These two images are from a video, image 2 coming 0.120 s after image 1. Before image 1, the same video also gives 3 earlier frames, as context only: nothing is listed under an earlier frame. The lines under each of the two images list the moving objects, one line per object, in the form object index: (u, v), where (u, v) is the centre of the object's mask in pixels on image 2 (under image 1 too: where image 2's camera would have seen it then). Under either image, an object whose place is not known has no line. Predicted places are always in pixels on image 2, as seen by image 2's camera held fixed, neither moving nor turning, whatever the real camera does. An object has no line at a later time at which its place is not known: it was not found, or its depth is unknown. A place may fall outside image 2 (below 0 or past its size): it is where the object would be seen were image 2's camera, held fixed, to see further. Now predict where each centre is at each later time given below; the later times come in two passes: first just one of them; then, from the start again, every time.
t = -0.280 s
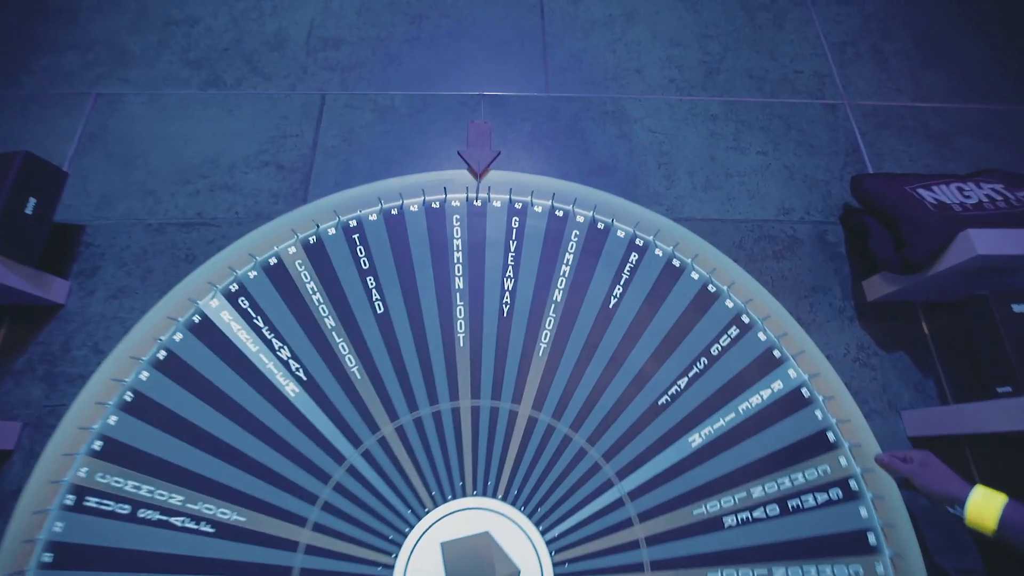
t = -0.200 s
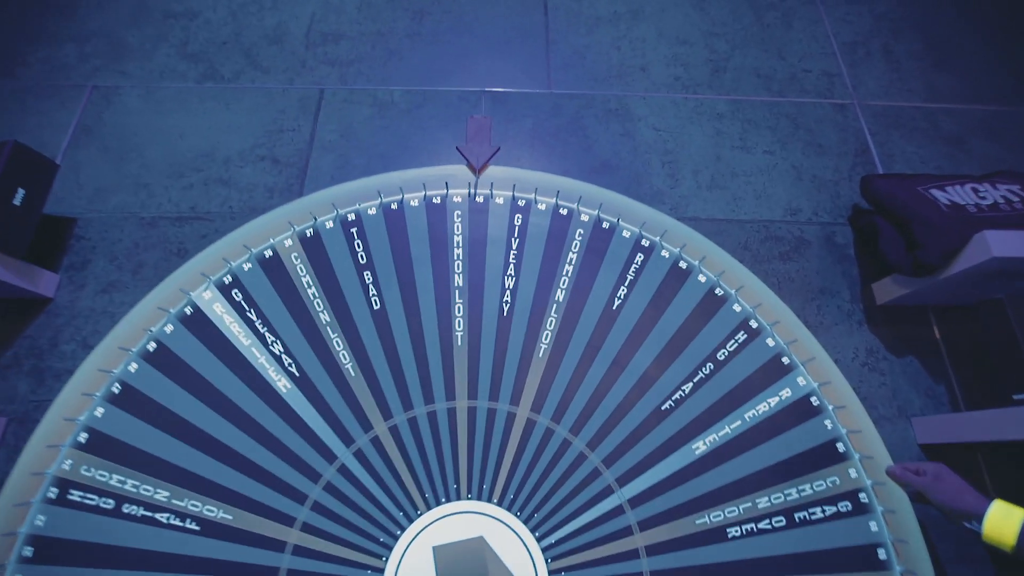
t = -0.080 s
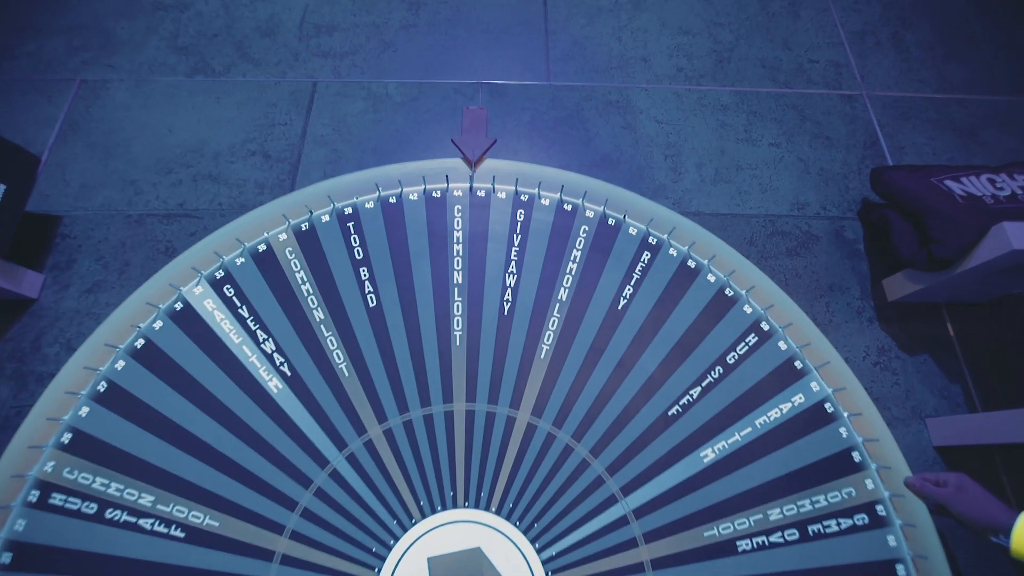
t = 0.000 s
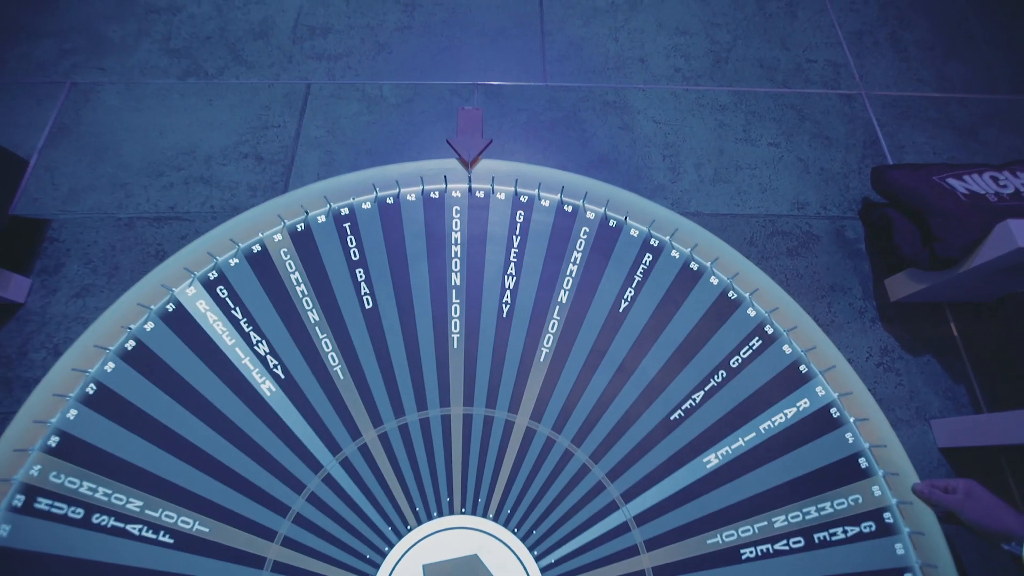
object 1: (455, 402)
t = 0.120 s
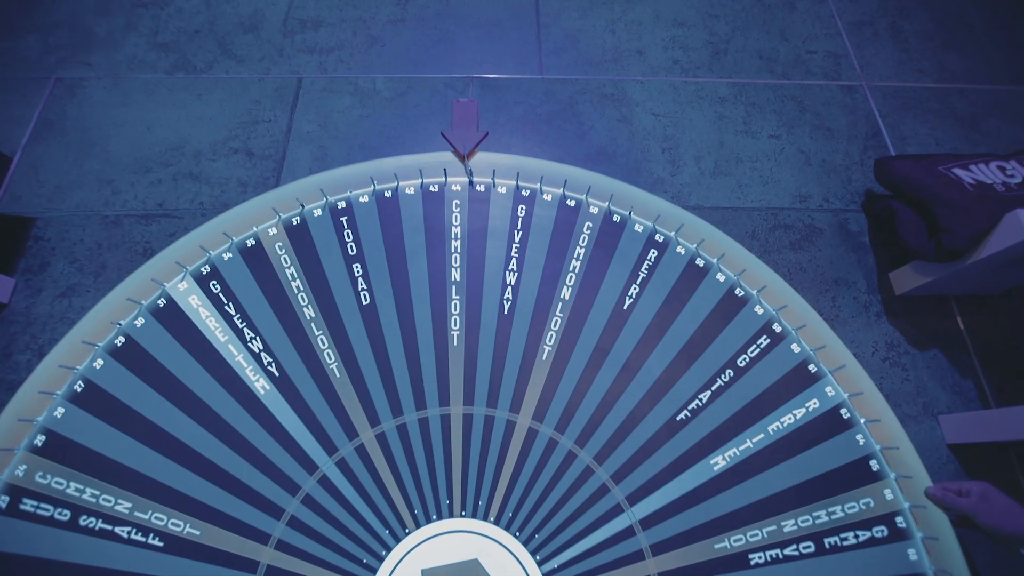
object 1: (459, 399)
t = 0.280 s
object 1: (463, 395)
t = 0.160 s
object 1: (460, 397)
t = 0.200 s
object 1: (460, 396)
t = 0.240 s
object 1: (461, 396)
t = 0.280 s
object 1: (463, 395)
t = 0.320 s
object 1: (464, 394)
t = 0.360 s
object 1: (465, 393)
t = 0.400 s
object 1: (465, 391)
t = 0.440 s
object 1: (466, 390)
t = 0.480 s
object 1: (467, 389)
